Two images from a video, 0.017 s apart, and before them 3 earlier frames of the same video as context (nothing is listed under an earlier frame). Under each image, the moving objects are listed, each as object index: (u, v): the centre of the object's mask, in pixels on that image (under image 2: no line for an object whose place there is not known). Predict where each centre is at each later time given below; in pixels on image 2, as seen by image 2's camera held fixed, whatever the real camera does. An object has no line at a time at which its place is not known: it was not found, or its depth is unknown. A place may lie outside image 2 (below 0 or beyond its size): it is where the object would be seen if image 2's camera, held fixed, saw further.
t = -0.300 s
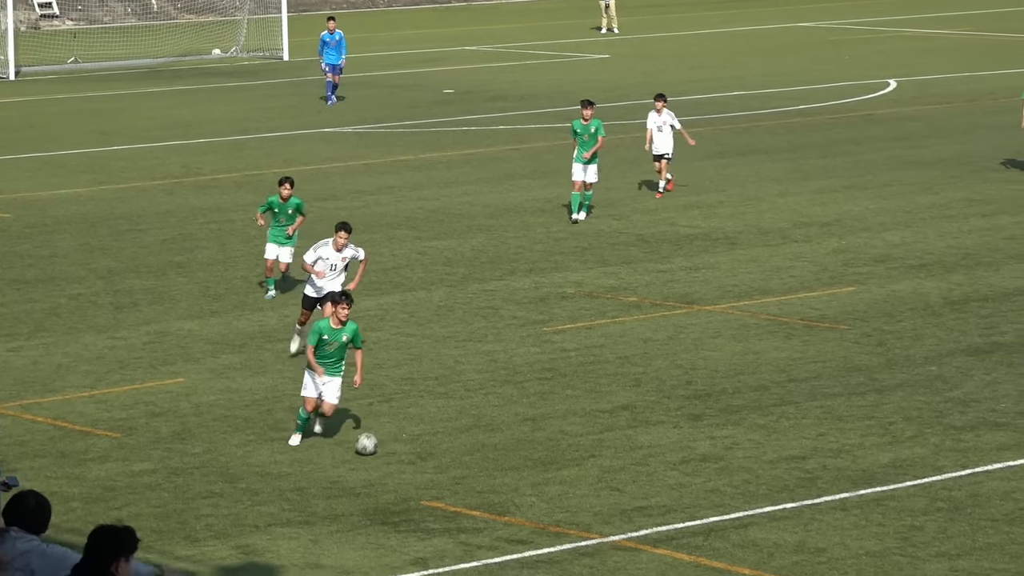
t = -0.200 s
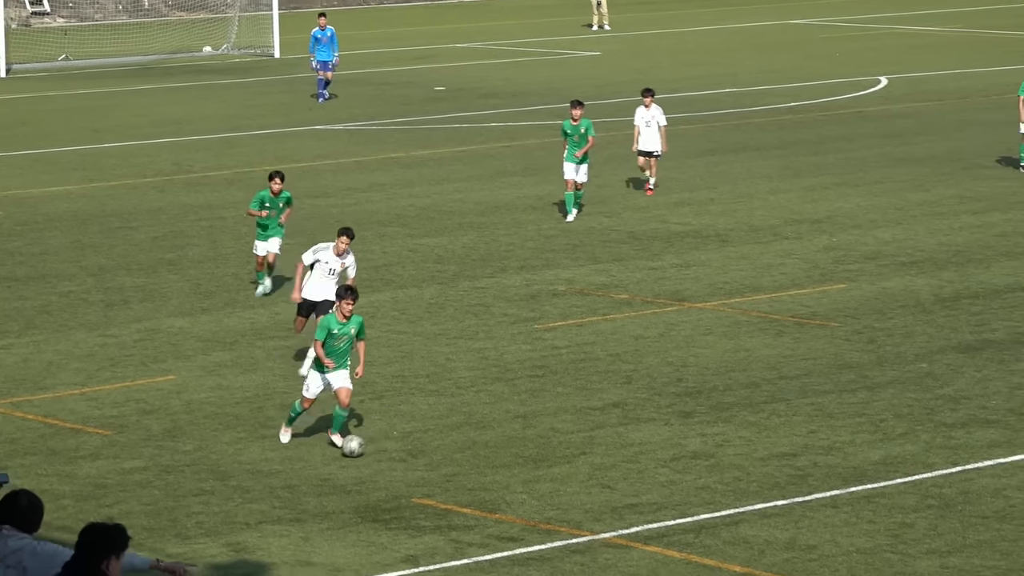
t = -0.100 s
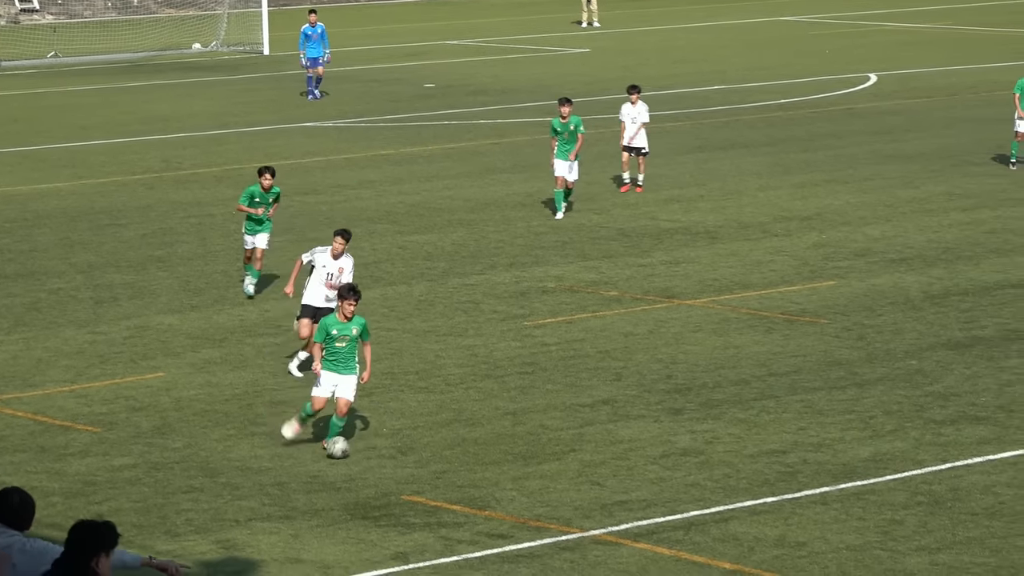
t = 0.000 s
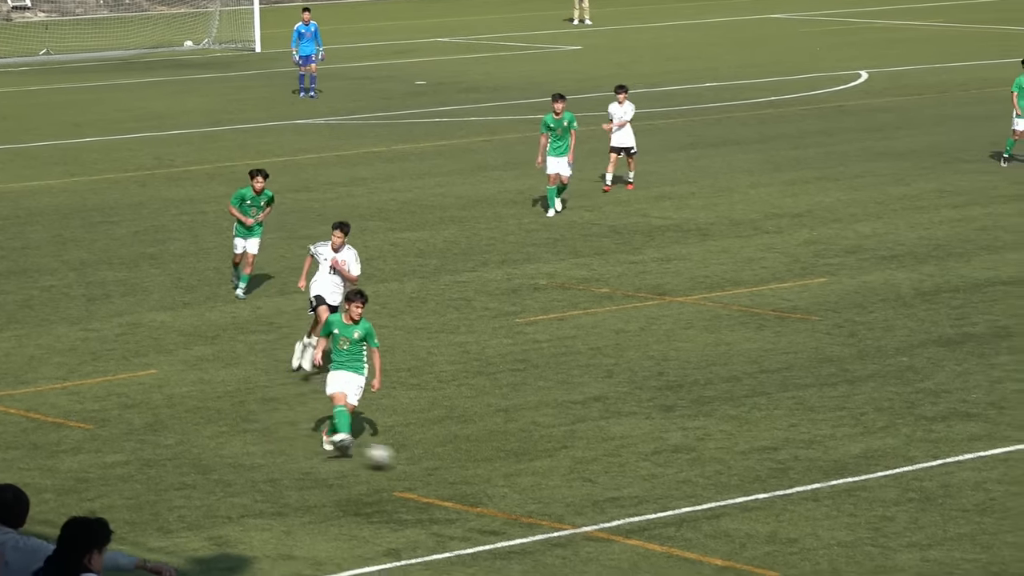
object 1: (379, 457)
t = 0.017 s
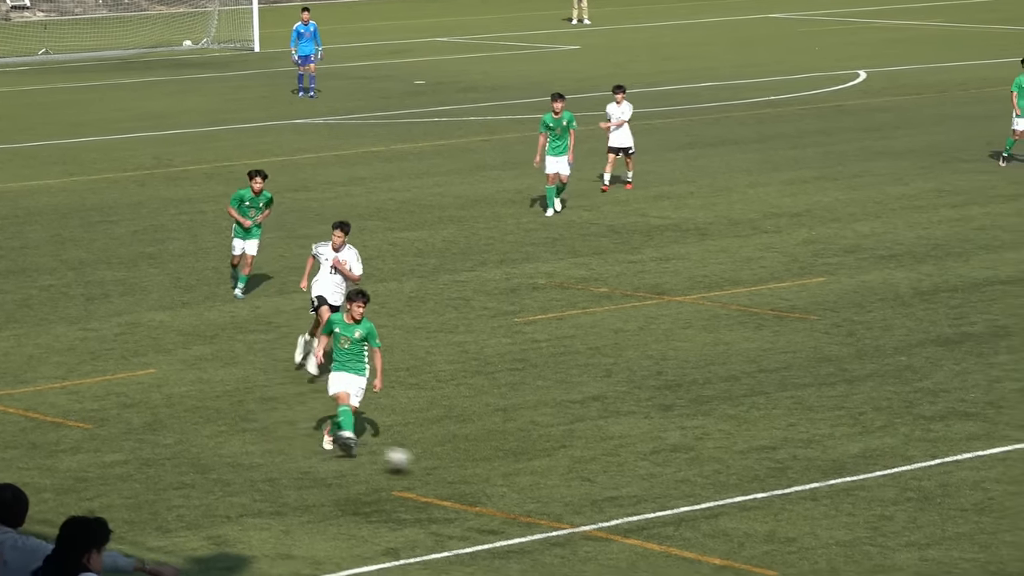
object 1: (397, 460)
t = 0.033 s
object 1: (417, 464)
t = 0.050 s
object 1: (437, 468)
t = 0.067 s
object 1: (457, 473)
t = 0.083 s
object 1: (479, 479)
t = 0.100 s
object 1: (500, 484)
